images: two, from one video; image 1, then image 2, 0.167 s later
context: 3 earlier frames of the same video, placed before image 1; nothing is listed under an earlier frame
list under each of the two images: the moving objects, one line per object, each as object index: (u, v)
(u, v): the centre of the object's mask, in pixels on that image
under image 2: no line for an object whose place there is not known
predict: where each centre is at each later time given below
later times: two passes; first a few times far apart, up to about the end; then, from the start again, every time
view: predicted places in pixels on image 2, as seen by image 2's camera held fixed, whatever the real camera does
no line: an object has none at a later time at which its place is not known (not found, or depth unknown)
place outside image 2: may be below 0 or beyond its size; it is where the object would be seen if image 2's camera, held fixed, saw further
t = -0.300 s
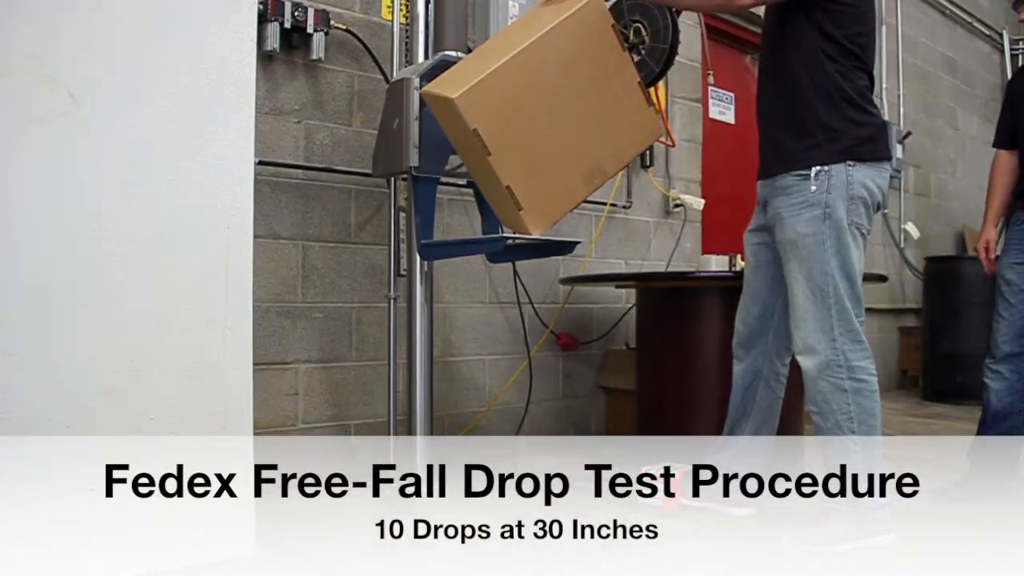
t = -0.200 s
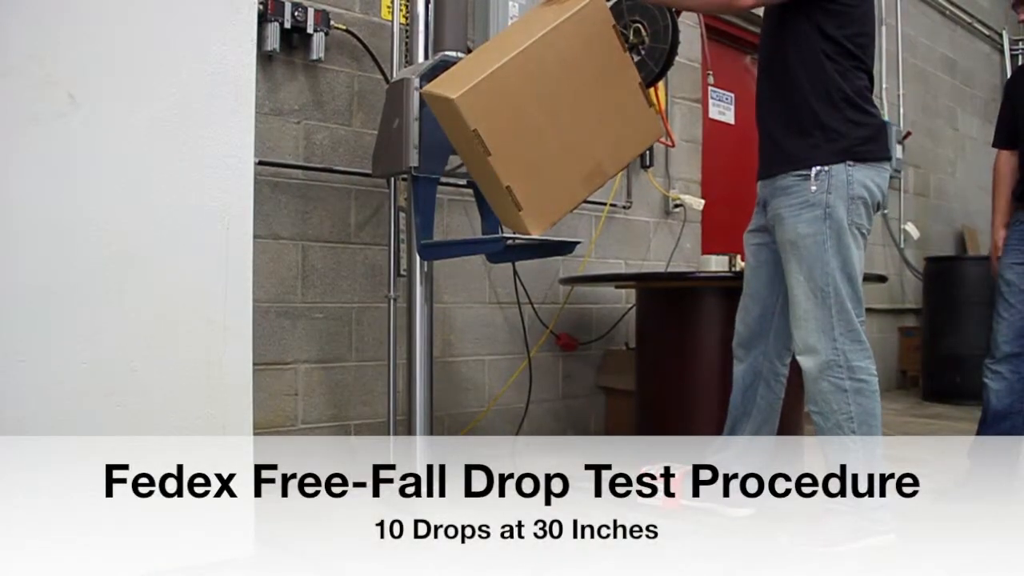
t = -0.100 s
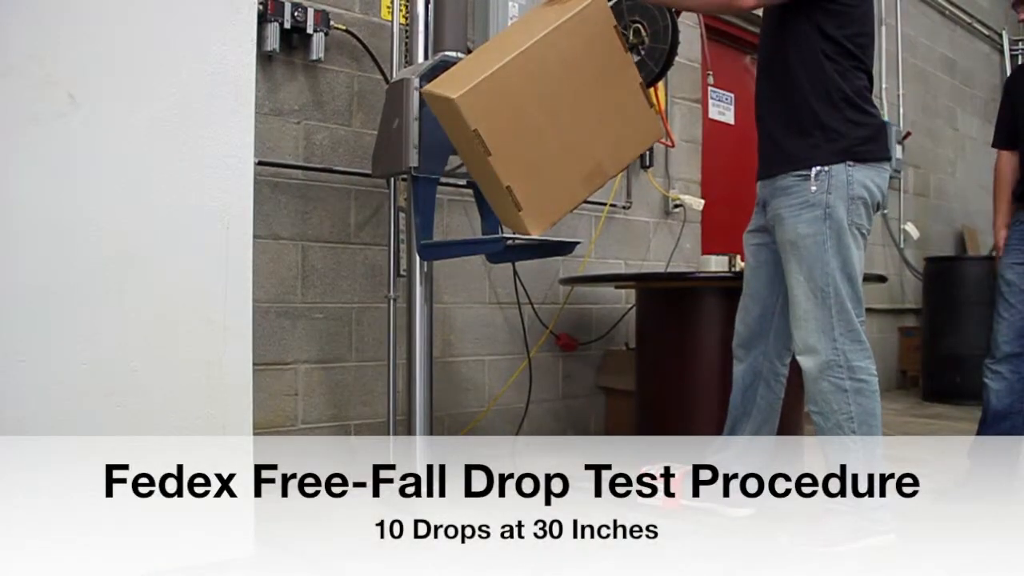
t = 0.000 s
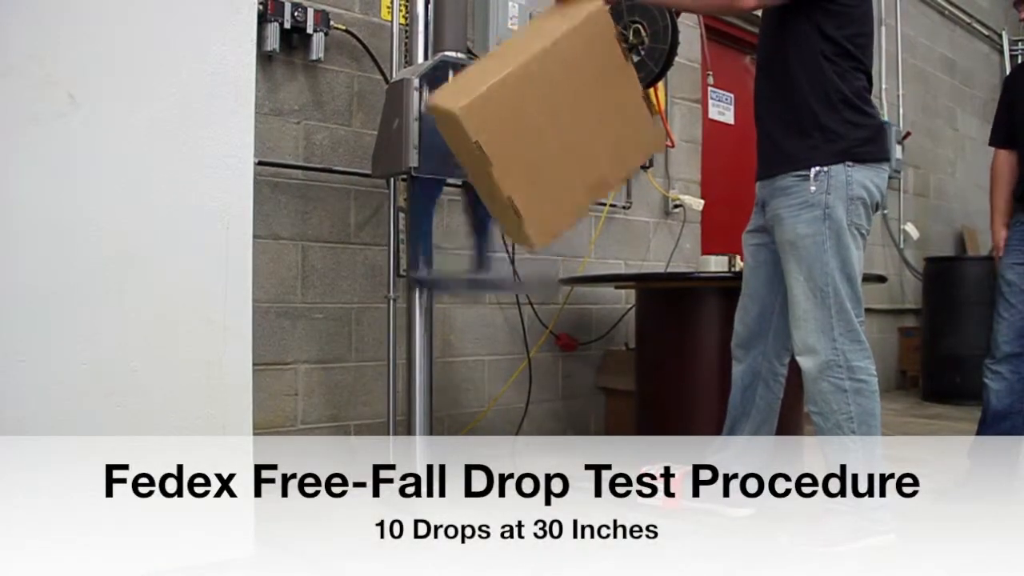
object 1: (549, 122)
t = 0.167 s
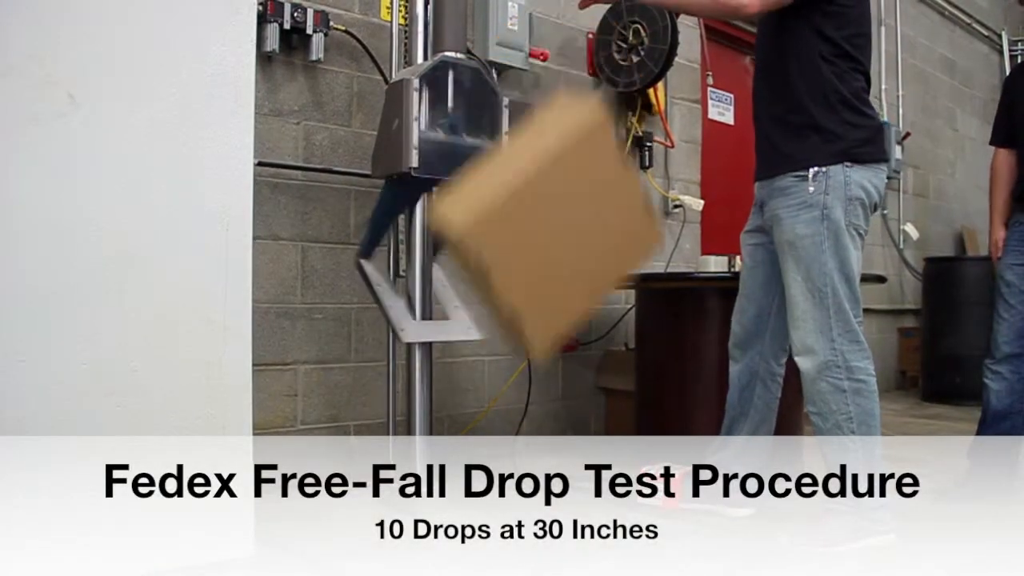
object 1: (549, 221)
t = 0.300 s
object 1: (550, 369)
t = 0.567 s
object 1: (645, 404)
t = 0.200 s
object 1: (549, 258)
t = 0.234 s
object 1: (551, 298)
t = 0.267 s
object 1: (553, 337)
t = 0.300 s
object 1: (550, 369)
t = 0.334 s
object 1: (551, 390)
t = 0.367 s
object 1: (562, 392)
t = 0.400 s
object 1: (575, 391)
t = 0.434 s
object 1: (588, 388)
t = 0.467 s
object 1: (601, 389)
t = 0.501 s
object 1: (616, 391)
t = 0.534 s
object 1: (630, 396)
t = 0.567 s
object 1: (645, 404)
